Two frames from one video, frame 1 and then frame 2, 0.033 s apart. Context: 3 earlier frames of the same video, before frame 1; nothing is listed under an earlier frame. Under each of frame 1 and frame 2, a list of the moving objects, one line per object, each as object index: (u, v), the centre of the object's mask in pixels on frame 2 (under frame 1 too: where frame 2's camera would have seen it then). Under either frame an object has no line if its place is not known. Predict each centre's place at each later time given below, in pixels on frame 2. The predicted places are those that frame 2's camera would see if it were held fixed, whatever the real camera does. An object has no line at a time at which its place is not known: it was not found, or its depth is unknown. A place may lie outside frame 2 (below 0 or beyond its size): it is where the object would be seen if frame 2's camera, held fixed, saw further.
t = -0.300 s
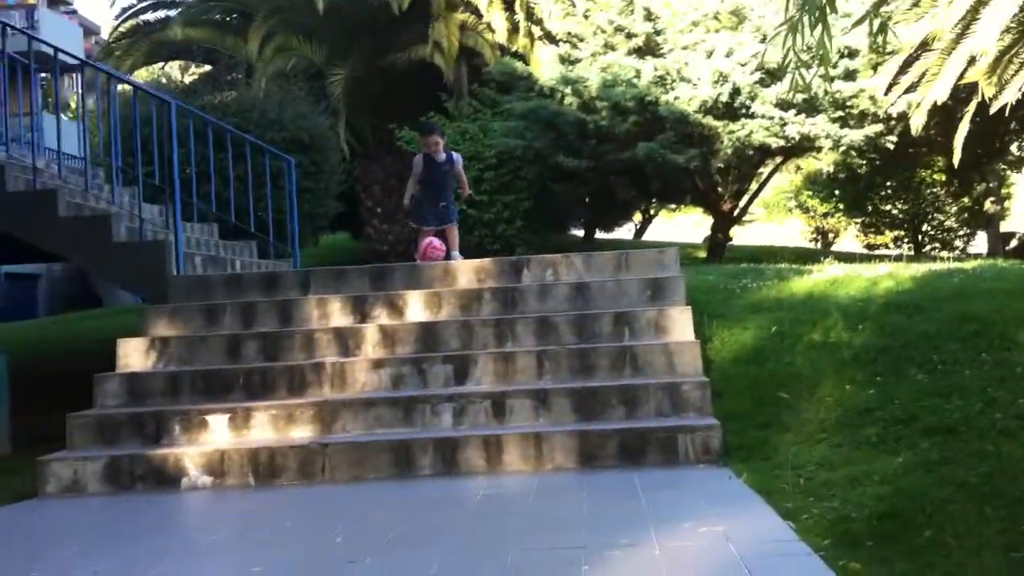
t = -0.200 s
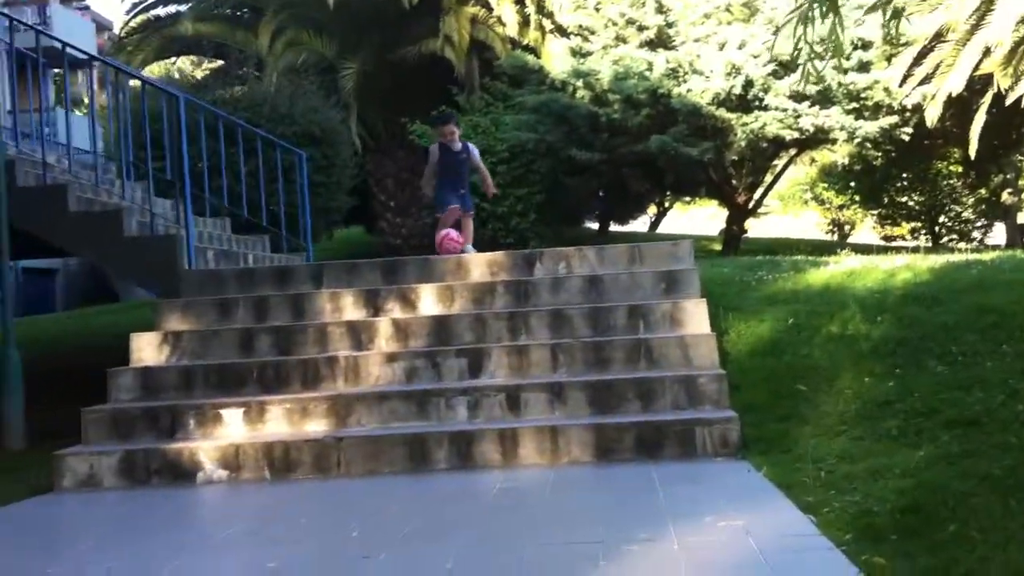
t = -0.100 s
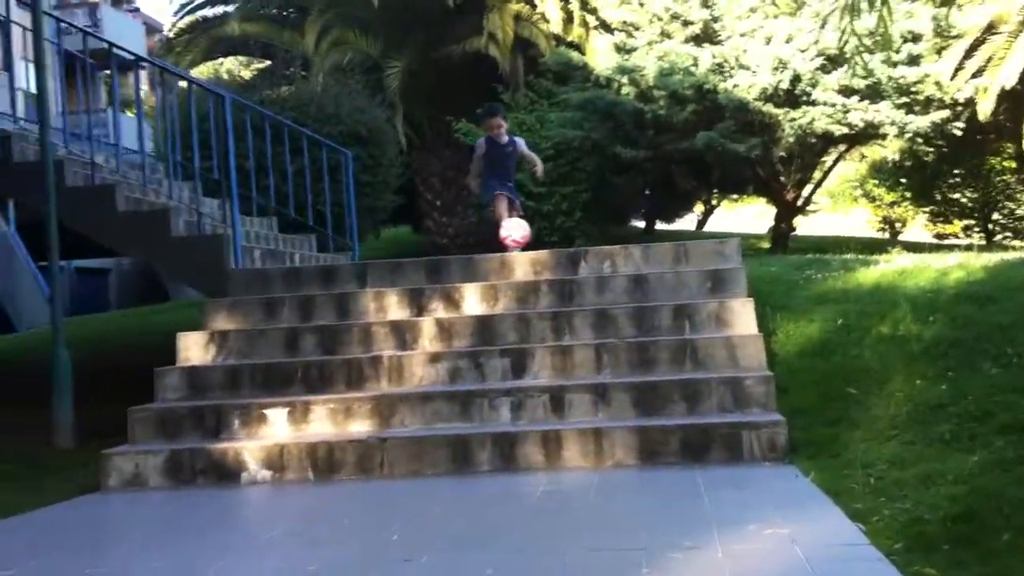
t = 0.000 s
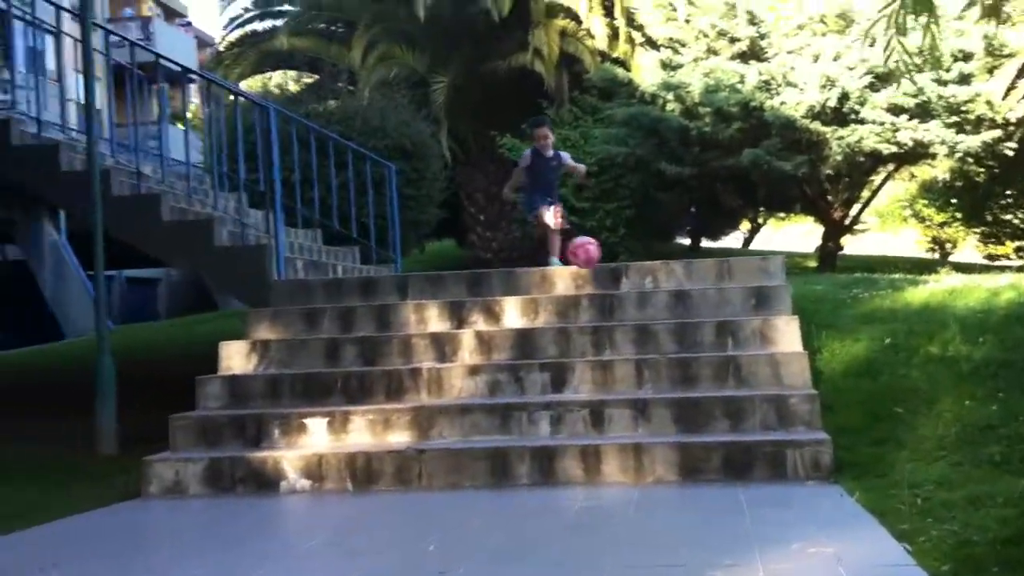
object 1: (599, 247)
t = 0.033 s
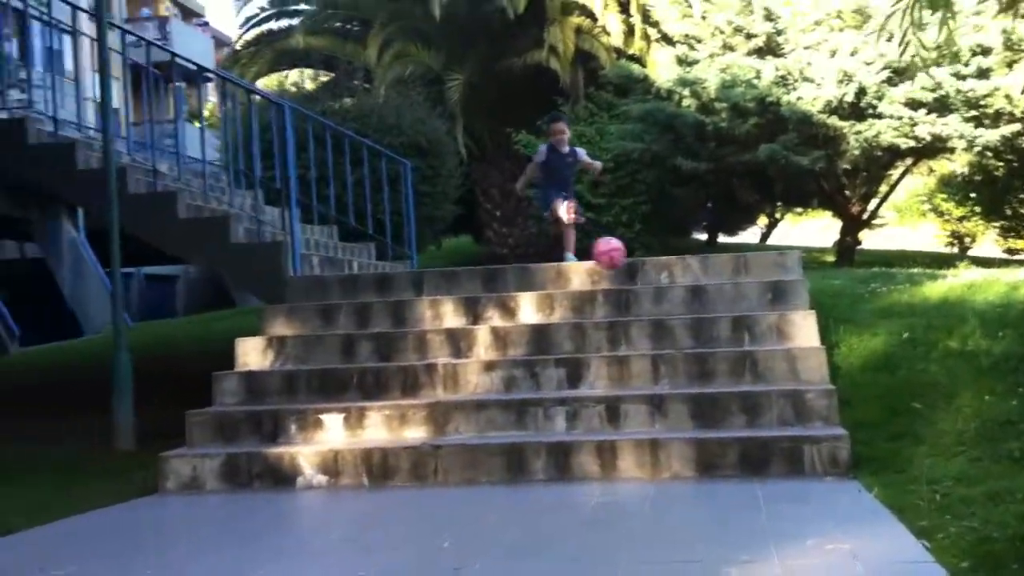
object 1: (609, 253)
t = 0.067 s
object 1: (620, 260)
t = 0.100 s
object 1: (630, 270)
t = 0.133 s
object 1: (642, 284)
